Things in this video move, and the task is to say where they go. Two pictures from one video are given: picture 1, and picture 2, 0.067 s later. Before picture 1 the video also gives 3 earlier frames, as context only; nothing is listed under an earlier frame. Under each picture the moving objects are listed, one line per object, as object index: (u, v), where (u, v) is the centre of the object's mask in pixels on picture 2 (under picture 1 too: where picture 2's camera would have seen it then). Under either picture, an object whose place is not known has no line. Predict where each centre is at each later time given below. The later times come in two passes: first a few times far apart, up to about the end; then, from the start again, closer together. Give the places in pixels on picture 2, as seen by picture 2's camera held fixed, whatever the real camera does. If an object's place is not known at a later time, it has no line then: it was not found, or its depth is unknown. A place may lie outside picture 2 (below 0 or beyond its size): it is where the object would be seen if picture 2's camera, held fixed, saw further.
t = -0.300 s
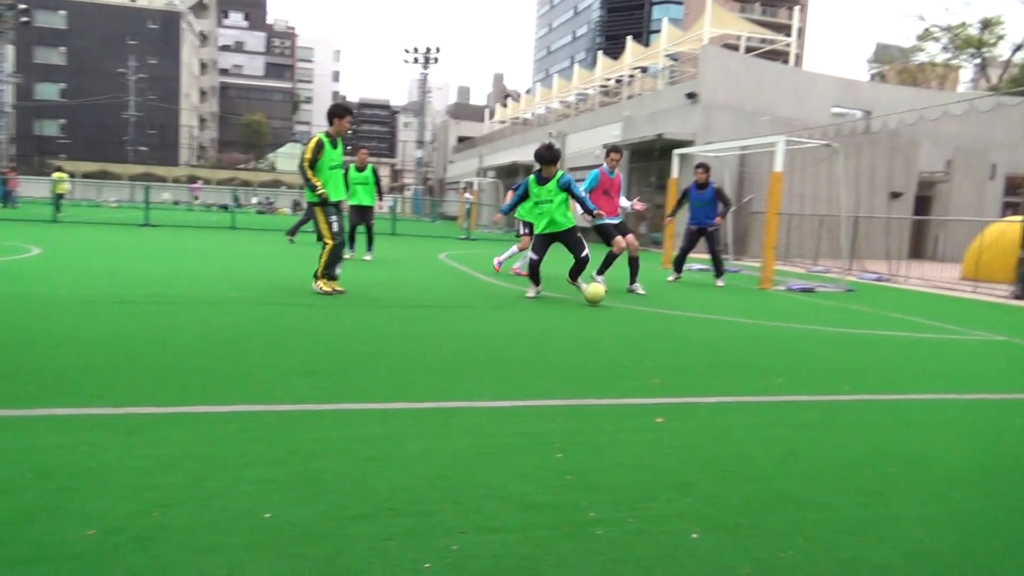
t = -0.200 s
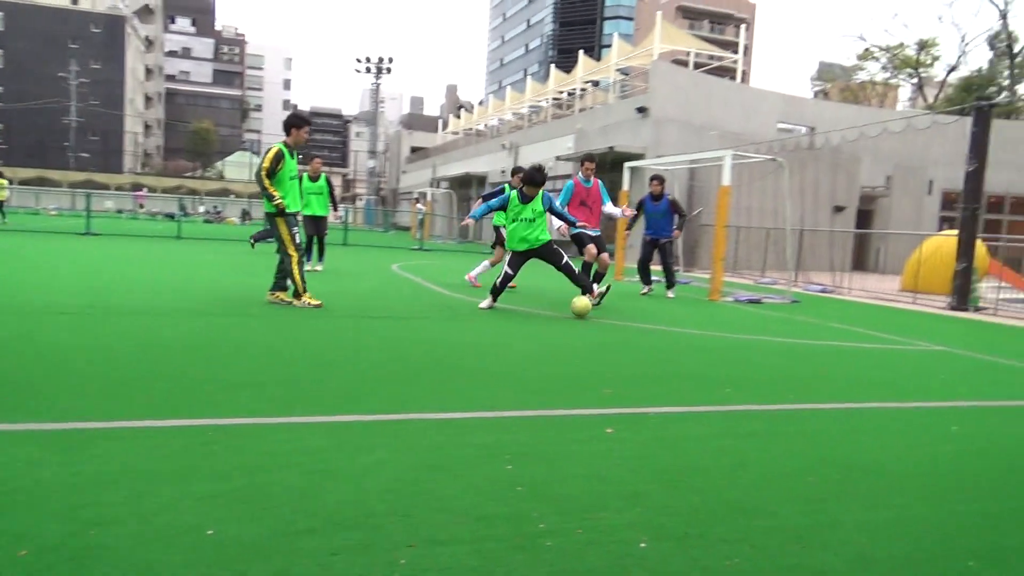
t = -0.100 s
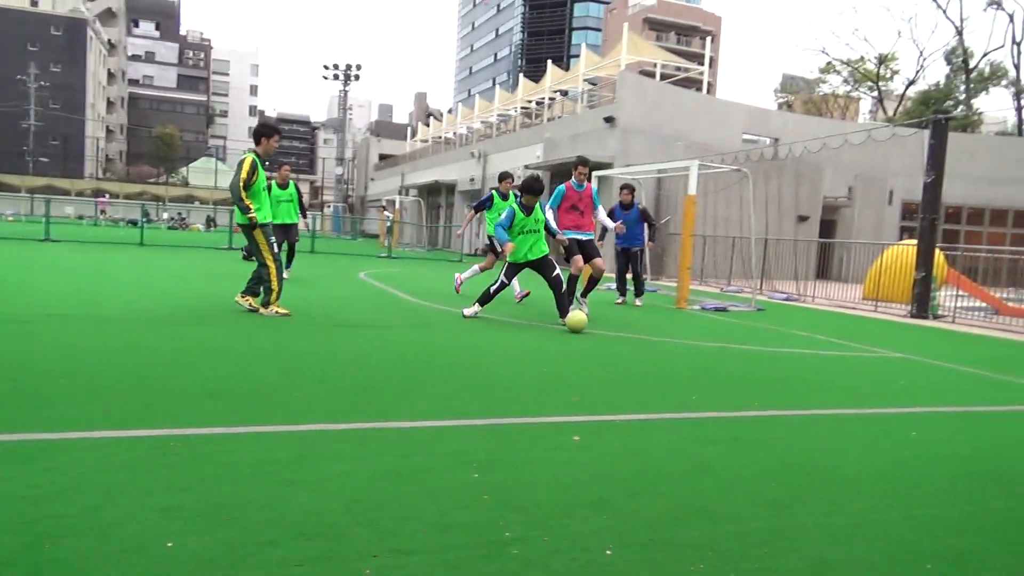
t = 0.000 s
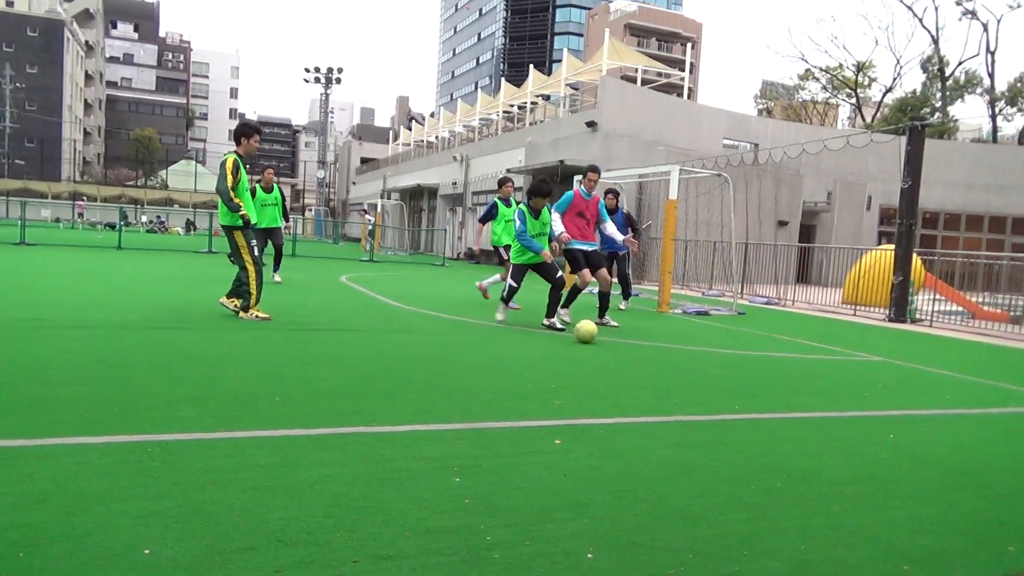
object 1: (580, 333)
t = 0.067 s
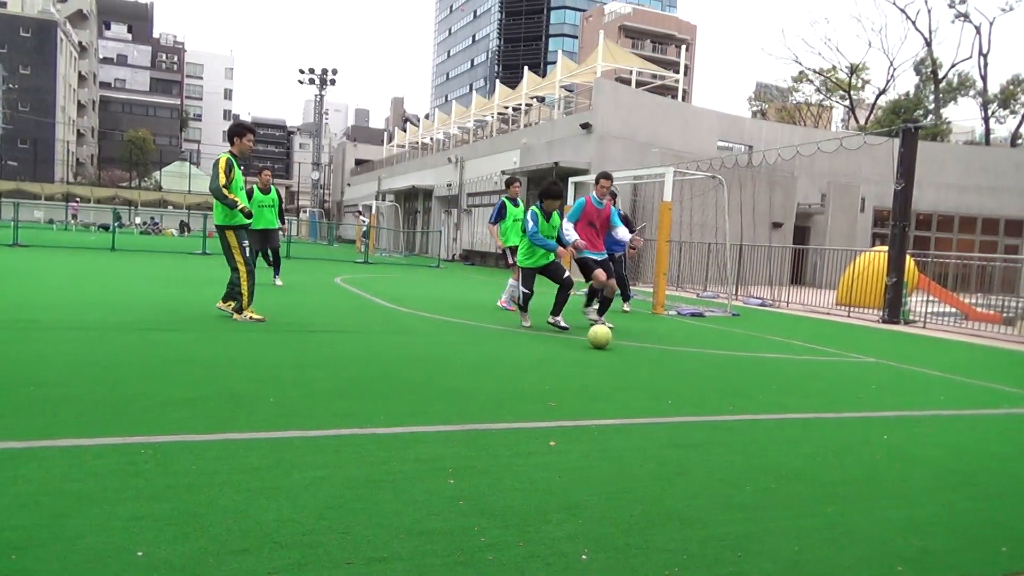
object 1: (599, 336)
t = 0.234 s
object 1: (651, 348)
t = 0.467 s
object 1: (734, 368)
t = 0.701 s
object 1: (836, 392)
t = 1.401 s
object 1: (1344, 520)
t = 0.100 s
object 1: (609, 339)
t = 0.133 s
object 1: (619, 340)
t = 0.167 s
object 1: (629, 343)
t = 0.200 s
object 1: (640, 346)
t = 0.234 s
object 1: (651, 348)
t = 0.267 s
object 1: (662, 351)
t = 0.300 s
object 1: (673, 353)
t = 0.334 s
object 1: (685, 356)
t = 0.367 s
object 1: (696, 358)
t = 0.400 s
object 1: (708, 361)
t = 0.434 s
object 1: (721, 364)
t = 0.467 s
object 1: (734, 368)
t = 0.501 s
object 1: (747, 371)
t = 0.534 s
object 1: (761, 373)
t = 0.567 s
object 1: (775, 377)
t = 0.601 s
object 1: (790, 381)
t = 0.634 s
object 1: (805, 384)
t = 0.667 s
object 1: (820, 389)
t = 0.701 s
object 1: (836, 392)
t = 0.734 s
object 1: (852, 396)
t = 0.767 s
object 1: (868, 401)
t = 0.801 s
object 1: (886, 405)
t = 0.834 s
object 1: (905, 410)
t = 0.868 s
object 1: (923, 414)
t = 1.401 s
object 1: (1344, 520)
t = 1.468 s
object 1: (1400, 536)
